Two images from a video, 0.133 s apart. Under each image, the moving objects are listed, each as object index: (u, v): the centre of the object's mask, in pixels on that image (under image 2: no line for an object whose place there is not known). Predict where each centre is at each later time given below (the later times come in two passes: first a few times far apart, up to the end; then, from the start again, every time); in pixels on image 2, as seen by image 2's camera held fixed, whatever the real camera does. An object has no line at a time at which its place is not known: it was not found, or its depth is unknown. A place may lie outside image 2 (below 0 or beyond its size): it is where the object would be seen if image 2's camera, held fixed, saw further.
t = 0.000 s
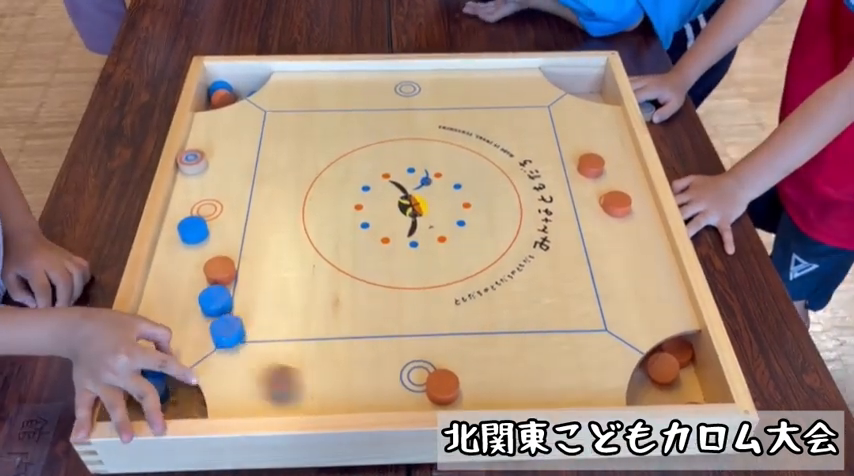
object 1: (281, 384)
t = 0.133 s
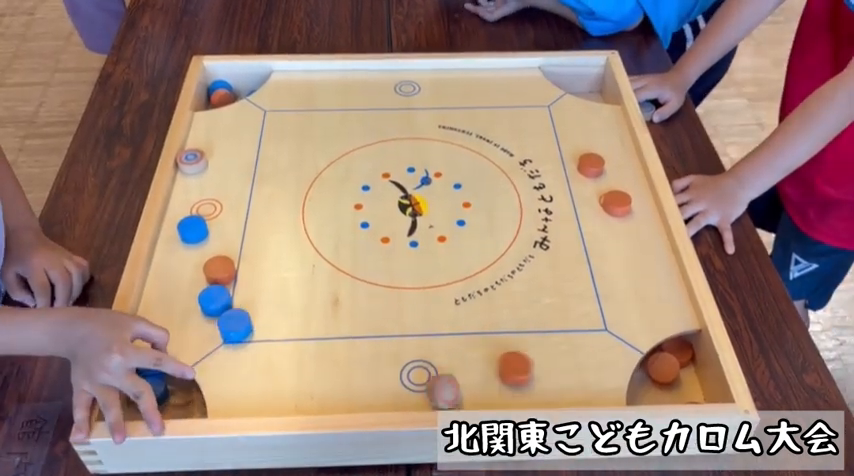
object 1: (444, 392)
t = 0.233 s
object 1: (475, 386)
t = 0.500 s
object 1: (508, 360)
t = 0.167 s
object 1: (456, 391)
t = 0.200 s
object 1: (466, 388)
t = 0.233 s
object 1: (475, 386)
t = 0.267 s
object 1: (483, 383)
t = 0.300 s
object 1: (489, 381)
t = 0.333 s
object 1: (492, 377)
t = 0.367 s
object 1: (494, 373)
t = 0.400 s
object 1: (496, 369)
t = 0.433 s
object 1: (501, 366)
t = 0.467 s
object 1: (504, 363)
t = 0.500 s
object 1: (508, 360)
